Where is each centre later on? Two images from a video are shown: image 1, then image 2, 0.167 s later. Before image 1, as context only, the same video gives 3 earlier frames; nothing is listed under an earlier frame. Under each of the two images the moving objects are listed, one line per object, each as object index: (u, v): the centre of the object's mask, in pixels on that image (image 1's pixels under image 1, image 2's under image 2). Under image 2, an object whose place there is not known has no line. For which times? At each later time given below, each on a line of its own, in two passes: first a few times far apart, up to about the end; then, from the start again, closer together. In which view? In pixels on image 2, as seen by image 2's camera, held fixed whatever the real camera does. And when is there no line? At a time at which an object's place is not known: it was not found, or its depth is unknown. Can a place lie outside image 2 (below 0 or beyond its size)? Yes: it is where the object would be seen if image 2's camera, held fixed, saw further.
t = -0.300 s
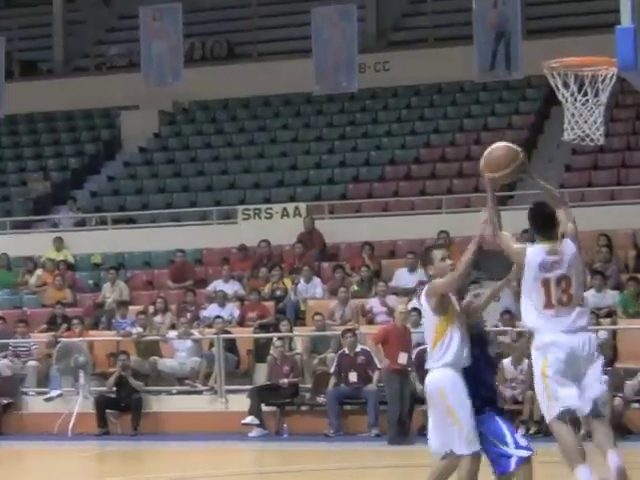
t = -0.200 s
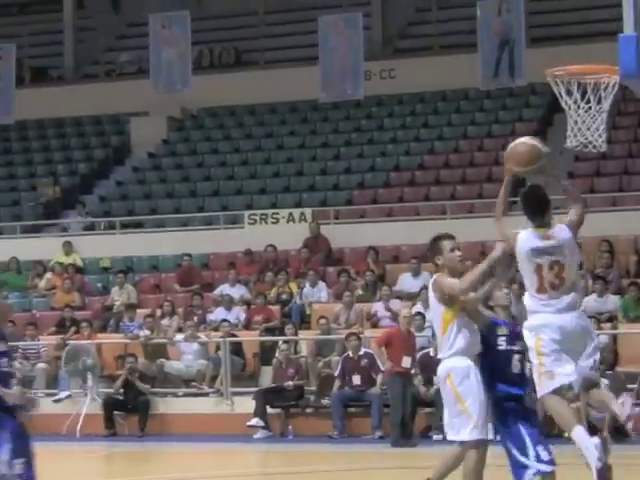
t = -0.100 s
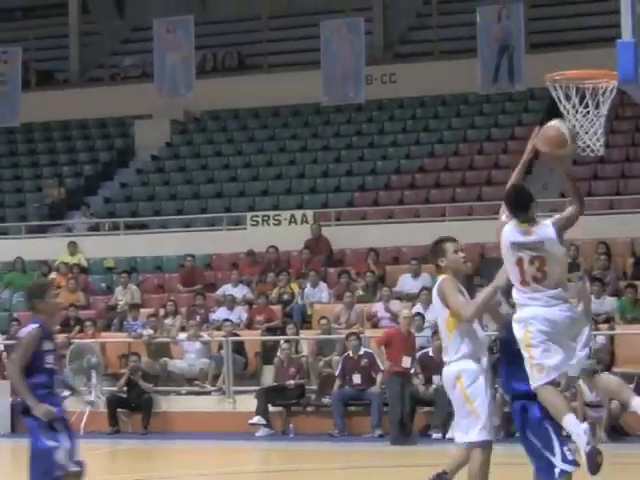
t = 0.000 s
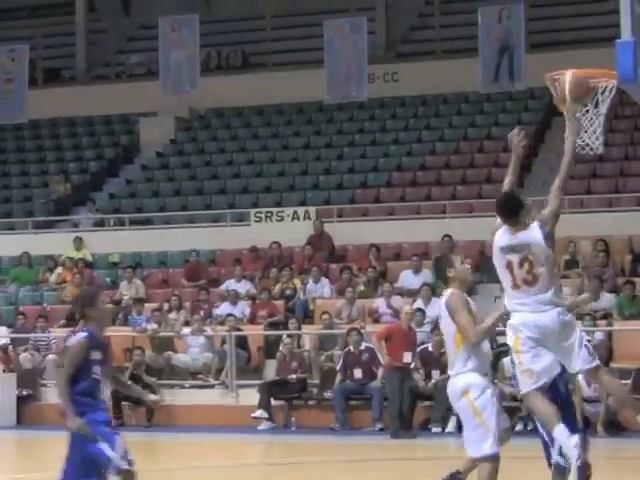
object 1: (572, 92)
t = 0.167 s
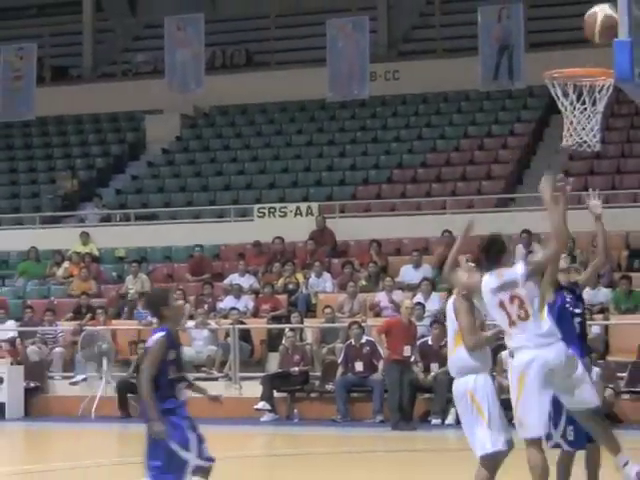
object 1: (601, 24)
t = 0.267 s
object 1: (600, 17)
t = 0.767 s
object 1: (580, 90)
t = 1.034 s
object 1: (582, 152)
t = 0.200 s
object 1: (604, 19)
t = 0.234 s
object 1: (603, 19)
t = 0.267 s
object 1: (600, 17)
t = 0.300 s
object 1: (592, 15)
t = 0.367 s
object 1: (581, 17)
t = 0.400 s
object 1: (580, 27)
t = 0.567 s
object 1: (569, 57)
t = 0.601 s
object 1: (567, 56)
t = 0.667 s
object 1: (573, 63)
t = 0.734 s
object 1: (573, 84)
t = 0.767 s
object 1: (580, 90)
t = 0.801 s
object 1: (582, 99)
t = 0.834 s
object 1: (582, 106)
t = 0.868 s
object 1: (584, 109)
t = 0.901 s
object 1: (580, 113)
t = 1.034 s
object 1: (582, 152)
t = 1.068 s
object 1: (581, 157)
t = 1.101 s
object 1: (580, 166)
